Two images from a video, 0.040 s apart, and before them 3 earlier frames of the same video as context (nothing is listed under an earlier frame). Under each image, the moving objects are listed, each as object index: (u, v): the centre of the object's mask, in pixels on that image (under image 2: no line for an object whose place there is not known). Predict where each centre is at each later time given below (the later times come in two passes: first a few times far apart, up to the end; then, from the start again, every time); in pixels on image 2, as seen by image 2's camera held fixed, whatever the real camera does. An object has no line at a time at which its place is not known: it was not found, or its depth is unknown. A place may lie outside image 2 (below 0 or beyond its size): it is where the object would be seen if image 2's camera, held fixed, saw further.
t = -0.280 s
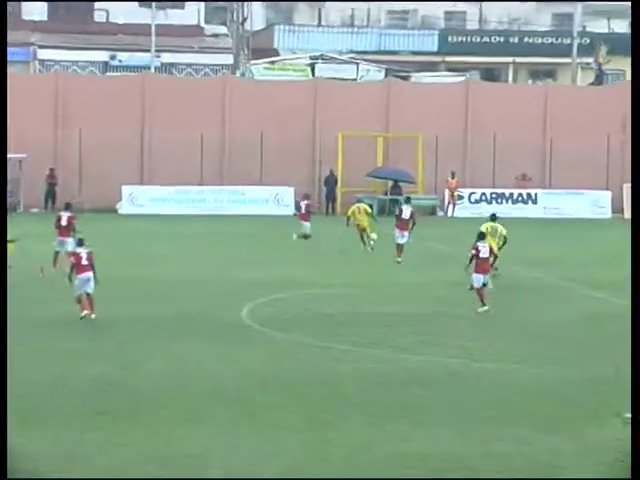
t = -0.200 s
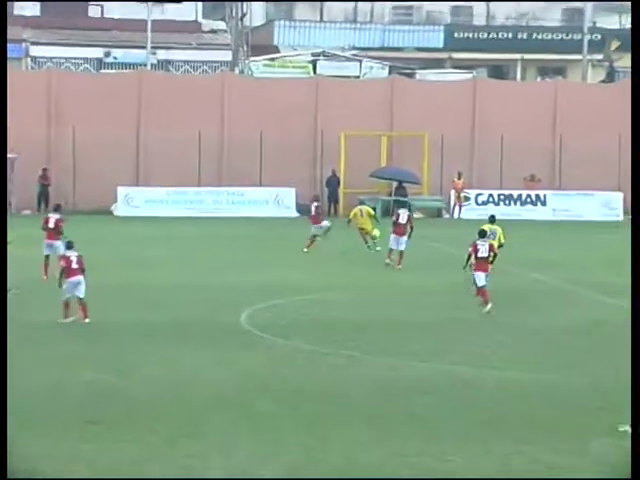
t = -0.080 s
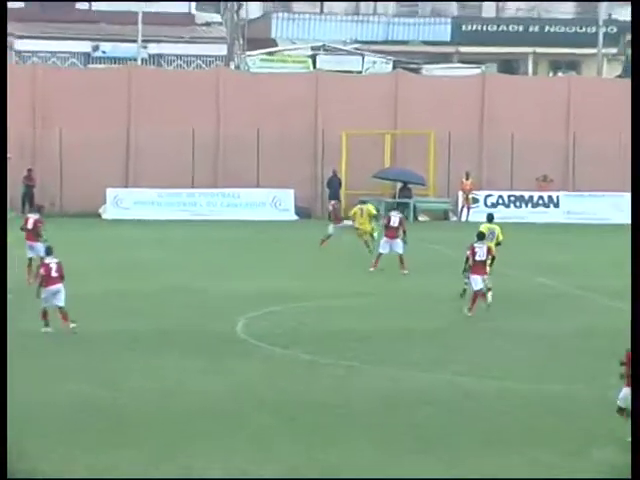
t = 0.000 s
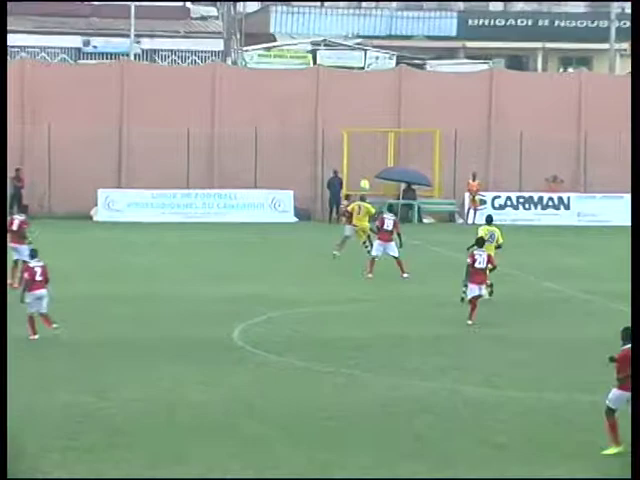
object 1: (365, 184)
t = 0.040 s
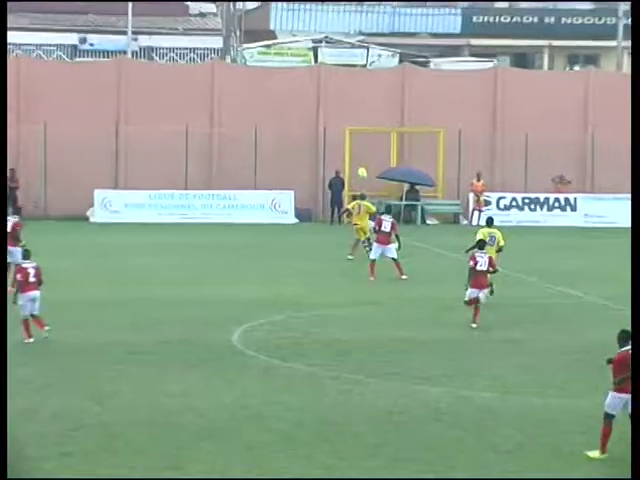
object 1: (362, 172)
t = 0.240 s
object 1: (339, 121)
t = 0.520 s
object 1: (307, 80)
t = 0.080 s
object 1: (358, 160)
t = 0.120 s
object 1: (353, 150)
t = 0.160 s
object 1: (350, 140)
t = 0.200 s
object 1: (343, 129)
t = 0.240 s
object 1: (339, 121)
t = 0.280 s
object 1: (335, 114)
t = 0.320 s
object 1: (330, 106)
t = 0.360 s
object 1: (325, 100)
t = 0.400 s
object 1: (320, 94)
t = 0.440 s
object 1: (317, 88)
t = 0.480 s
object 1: (312, 83)
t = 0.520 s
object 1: (307, 80)
